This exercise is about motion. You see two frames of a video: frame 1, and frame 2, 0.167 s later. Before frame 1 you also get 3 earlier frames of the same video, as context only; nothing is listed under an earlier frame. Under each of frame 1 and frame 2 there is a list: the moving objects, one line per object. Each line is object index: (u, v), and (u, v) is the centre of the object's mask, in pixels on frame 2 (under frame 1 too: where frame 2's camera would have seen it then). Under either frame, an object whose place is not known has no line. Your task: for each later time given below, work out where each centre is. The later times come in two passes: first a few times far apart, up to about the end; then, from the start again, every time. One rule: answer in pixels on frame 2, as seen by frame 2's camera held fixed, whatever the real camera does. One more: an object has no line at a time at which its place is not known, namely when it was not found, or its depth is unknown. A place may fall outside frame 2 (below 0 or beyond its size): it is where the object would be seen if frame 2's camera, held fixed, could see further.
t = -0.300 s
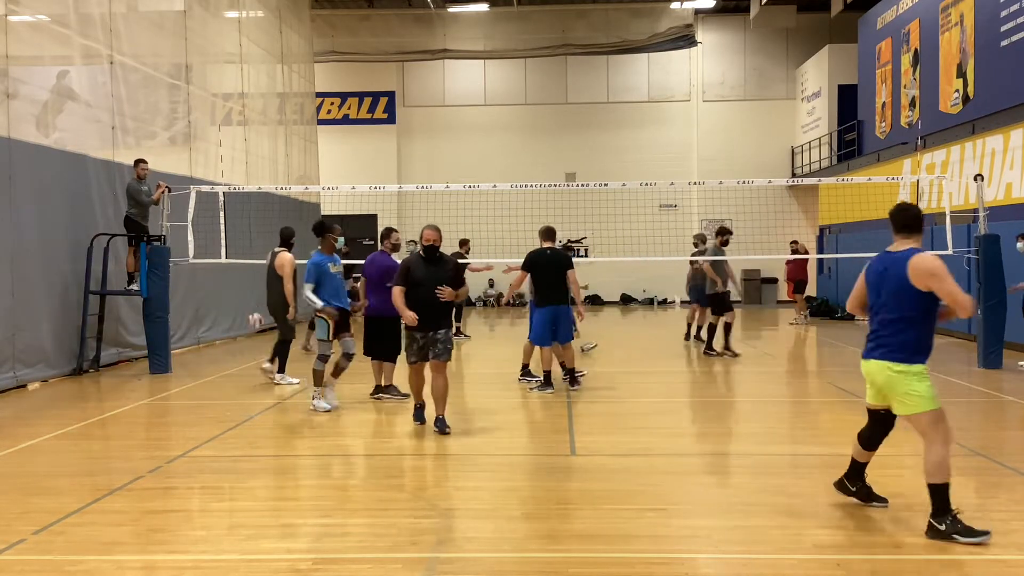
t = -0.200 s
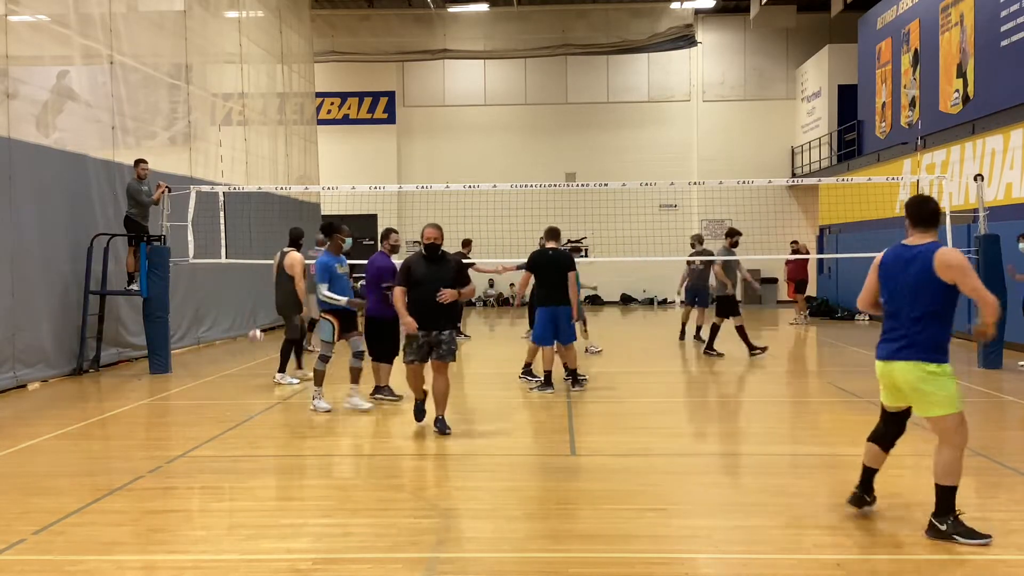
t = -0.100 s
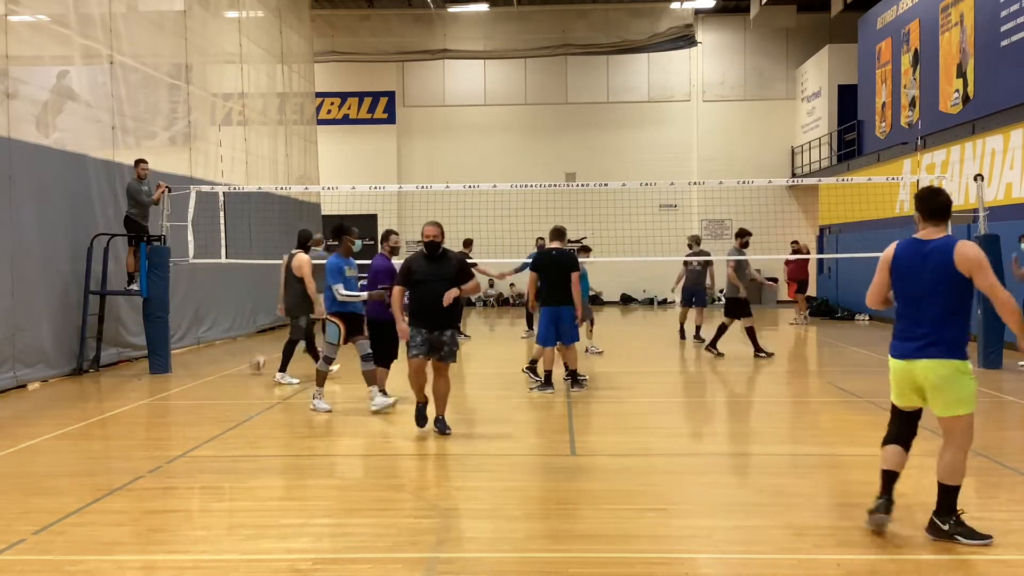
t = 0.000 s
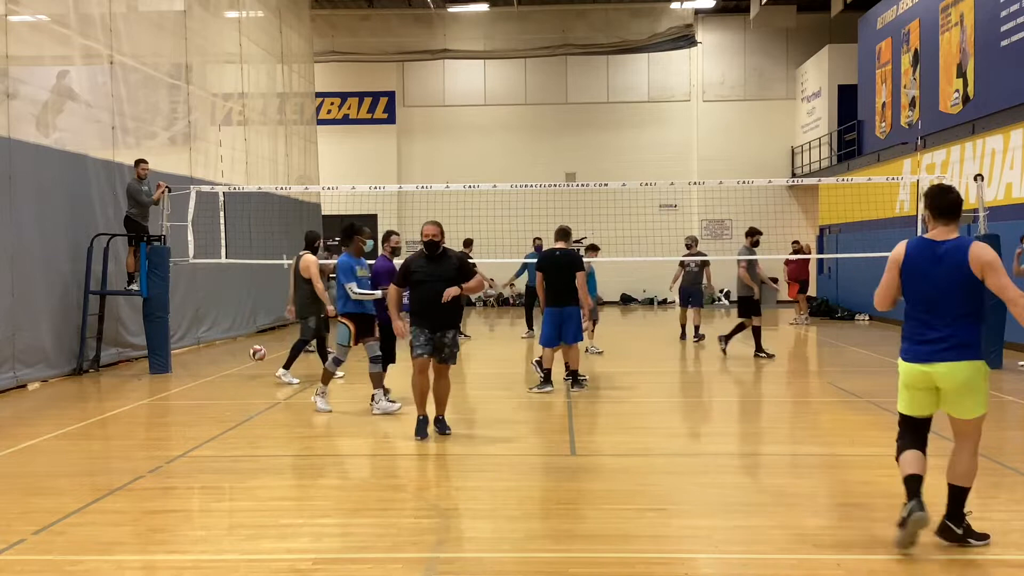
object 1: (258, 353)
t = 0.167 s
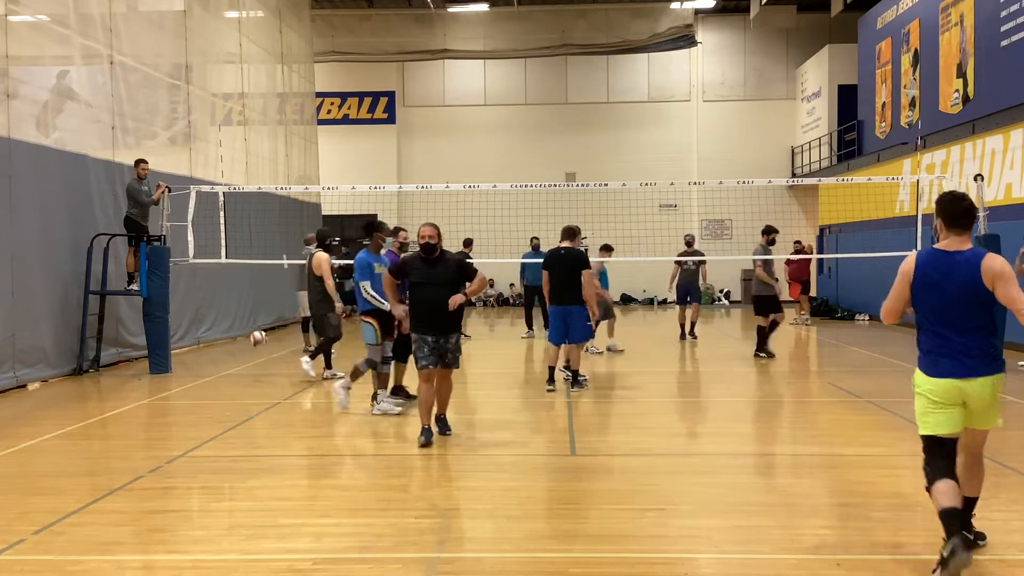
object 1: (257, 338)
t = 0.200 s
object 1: (259, 338)
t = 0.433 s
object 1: (261, 365)
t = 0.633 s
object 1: (264, 374)
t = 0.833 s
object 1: (265, 372)
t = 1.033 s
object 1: (268, 416)
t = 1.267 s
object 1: (271, 401)
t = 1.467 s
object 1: (275, 439)
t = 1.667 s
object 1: (278, 438)
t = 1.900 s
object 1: (284, 484)
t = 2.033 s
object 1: (288, 477)
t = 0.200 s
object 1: (259, 338)
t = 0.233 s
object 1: (259, 338)
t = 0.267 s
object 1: (259, 341)
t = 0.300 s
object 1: (260, 343)
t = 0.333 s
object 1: (261, 347)
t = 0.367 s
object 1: (261, 351)
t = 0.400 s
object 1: (261, 358)
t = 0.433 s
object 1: (261, 365)
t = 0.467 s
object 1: (262, 373)
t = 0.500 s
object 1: (263, 383)
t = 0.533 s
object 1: (263, 390)
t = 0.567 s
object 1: (263, 383)
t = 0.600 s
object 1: (263, 378)
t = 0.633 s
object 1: (264, 374)
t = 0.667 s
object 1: (264, 371)
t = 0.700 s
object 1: (264, 369)
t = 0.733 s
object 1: (264, 368)
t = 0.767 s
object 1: (264, 368)
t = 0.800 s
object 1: (265, 369)
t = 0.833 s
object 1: (265, 372)
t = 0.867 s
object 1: (266, 375)
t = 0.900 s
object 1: (266, 381)
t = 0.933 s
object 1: (267, 386)
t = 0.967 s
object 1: (268, 395)
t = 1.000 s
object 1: (269, 404)
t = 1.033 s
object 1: (268, 416)
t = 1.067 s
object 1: (268, 414)
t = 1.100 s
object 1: (269, 409)
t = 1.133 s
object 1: (270, 405)
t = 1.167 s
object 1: (269, 402)
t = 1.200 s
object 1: (270, 401)
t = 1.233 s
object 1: (270, 400)
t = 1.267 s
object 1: (271, 401)
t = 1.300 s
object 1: (271, 403)
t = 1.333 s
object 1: (272, 407)
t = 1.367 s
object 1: (273, 413)
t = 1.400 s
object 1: (272, 420)
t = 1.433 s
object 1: (273, 428)
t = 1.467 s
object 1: (275, 439)
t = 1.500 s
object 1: (276, 450)
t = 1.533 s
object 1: (276, 445)
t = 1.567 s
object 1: (277, 440)
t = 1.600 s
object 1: (277, 438)
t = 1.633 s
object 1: (278, 437)
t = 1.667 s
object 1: (278, 438)
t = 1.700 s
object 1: (279, 440)
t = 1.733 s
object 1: (280, 444)
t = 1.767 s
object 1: (280, 450)
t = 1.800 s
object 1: (281, 457)
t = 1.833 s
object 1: (282, 467)
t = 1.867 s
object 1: (284, 478)
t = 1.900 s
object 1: (284, 484)
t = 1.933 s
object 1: (284, 480)
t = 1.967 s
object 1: (286, 477)
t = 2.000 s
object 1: (286, 476)
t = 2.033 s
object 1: (288, 477)
